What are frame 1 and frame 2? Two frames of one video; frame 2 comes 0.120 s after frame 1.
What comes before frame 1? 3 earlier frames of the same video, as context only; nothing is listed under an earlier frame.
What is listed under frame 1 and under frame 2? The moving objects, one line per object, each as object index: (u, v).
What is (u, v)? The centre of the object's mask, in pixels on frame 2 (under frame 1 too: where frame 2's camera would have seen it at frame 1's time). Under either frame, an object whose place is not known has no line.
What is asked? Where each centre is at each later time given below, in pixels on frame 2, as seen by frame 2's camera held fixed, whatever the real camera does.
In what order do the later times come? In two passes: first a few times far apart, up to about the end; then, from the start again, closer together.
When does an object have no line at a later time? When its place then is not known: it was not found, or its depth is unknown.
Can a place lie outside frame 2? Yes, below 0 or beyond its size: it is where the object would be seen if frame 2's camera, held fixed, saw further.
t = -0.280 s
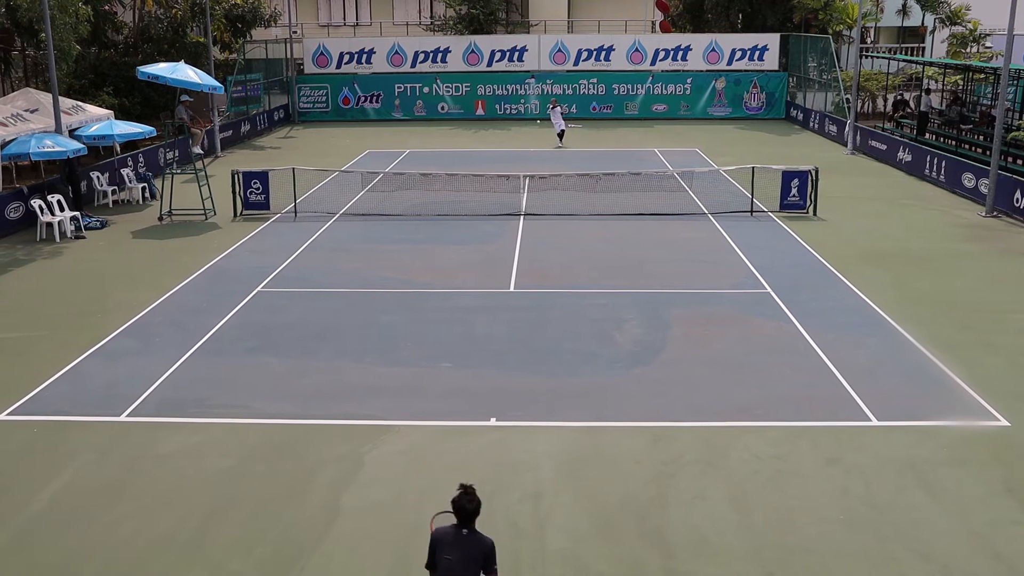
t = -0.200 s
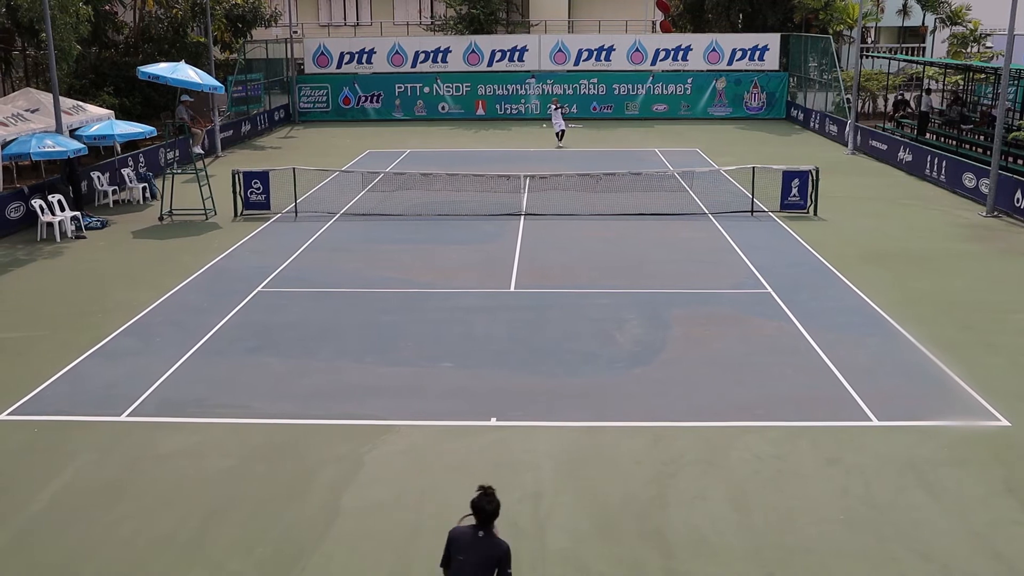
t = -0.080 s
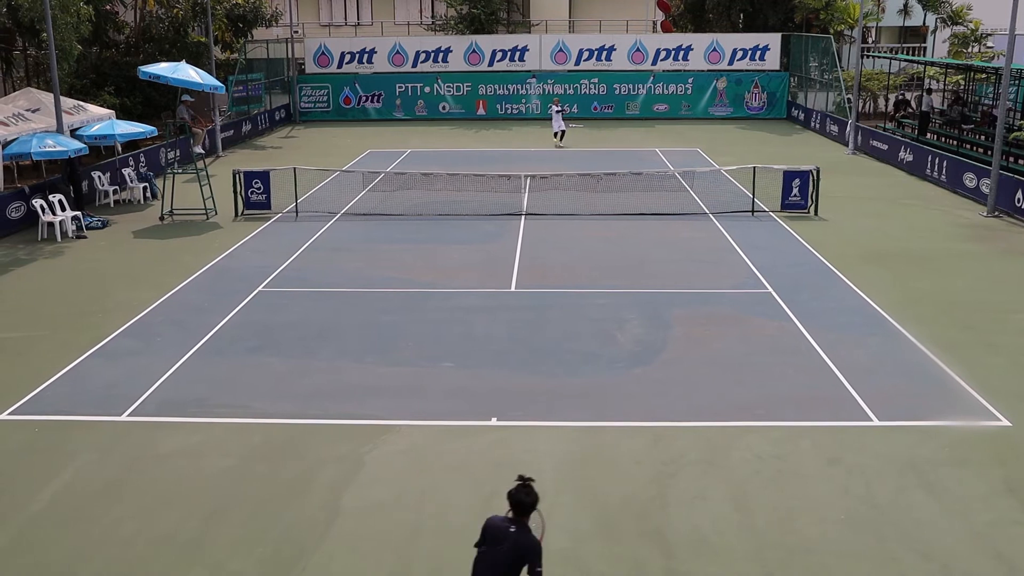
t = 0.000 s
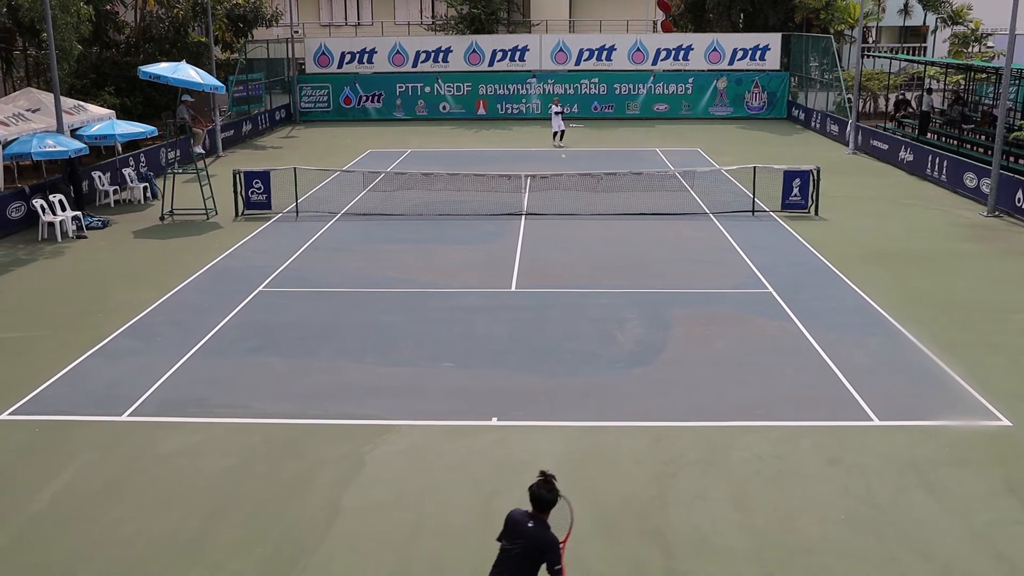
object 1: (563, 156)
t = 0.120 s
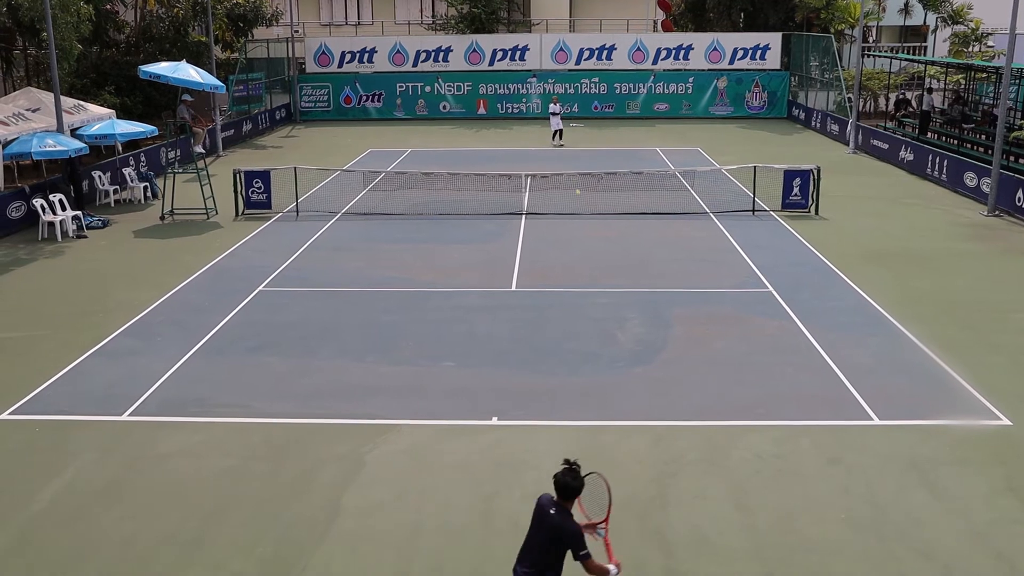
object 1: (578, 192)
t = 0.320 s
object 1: (608, 278)
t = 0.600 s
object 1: (653, 278)
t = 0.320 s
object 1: (608, 278)
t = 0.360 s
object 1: (613, 274)
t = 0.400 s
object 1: (619, 271)
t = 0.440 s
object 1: (625, 270)
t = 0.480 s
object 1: (631, 270)
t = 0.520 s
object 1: (638, 271)
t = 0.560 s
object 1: (645, 274)
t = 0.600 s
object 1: (653, 278)
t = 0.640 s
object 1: (661, 285)
